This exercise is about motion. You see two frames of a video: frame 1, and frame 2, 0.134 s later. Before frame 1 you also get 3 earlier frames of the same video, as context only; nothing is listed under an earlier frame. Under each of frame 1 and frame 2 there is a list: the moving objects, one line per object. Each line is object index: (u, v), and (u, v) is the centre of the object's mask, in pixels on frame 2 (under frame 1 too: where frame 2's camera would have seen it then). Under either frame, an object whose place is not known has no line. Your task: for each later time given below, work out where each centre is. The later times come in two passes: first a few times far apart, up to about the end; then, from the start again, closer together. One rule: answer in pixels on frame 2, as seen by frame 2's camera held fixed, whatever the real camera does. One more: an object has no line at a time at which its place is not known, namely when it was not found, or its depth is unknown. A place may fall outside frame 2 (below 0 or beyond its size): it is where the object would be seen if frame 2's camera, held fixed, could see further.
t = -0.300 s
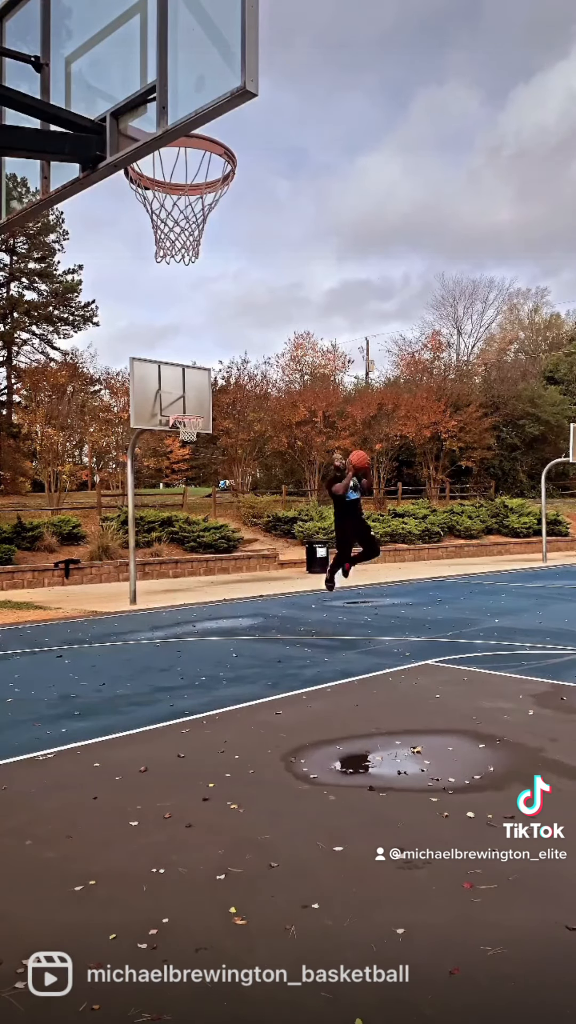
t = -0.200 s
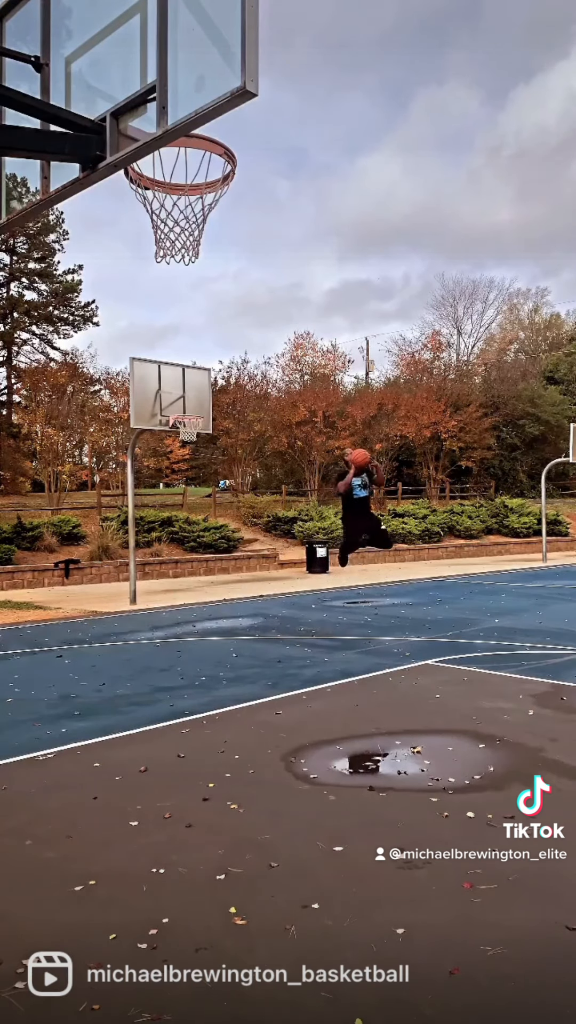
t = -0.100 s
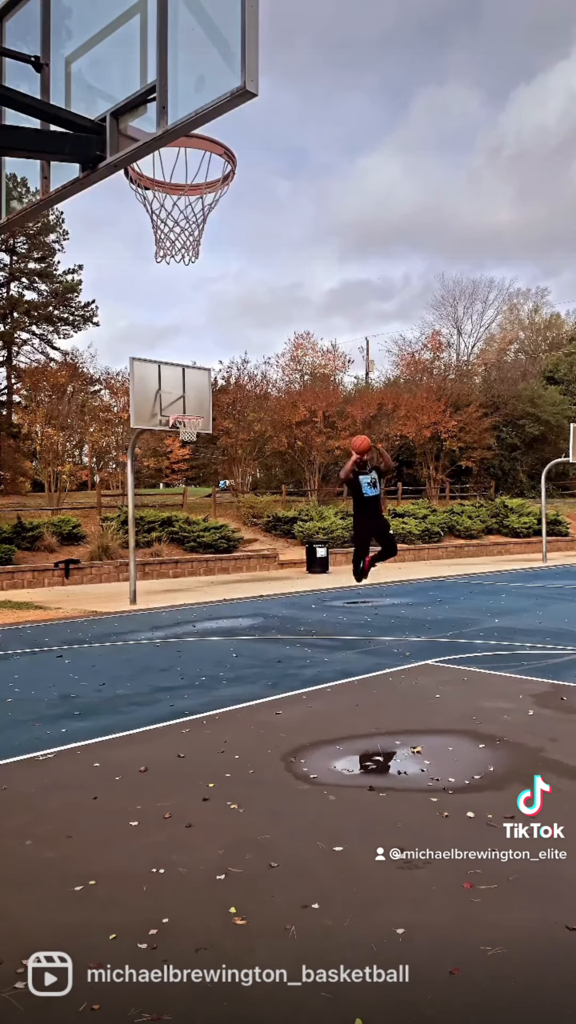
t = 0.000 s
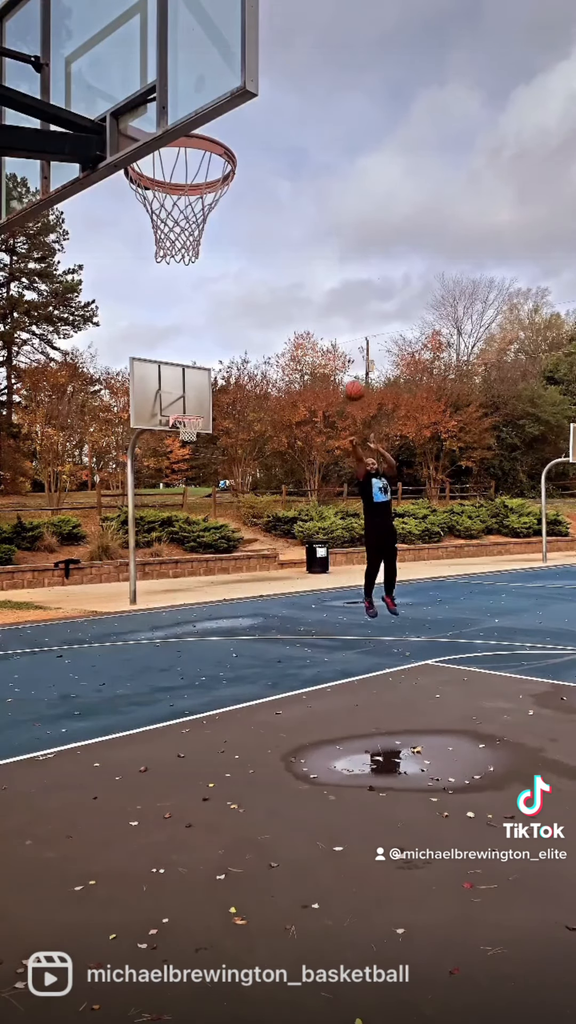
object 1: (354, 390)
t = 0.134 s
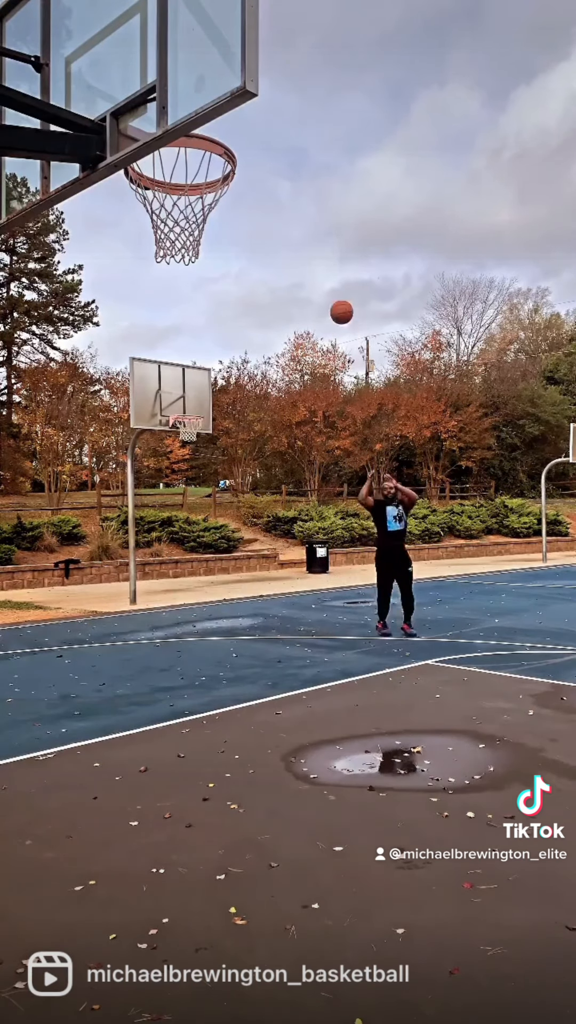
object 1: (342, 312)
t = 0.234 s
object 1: (330, 256)
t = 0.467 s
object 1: (296, 141)
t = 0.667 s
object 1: (265, 67)
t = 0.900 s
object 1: (189, 26)
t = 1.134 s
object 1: (99, 82)
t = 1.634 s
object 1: (164, 231)
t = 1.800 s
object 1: (151, 313)
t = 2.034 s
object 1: (138, 509)
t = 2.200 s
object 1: (130, 698)
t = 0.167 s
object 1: (338, 293)
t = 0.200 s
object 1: (334, 274)
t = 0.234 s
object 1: (330, 256)
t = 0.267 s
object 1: (326, 238)
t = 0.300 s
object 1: (322, 221)
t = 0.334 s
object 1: (317, 204)
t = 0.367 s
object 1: (312, 187)
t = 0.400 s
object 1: (307, 172)
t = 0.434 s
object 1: (302, 156)
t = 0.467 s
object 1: (296, 141)
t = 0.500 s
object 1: (290, 127)
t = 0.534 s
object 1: (284, 113)
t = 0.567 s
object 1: (278, 101)
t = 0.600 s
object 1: (272, 89)
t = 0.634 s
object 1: (269, 77)
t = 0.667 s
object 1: (265, 67)
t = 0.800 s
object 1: (221, 35)
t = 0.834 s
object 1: (211, 31)
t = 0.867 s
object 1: (200, 27)
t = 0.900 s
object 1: (189, 26)
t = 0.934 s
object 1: (182, 27)
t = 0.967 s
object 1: (168, 29)
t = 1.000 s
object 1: (140, 34)
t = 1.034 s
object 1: (132, 43)
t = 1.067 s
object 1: (119, 53)
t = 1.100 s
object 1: (103, 66)
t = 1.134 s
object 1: (99, 82)
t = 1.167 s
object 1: (119, 95)
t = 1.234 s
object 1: (186, 174)
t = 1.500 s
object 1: (192, 194)
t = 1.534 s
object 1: (183, 201)
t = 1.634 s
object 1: (164, 231)
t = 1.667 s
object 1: (161, 244)
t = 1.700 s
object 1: (158, 258)
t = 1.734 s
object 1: (156, 275)
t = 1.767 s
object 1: (153, 293)
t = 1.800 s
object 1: (151, 313)
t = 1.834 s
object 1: (149, 336)
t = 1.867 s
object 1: (147, 361)
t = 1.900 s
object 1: (145, 387)
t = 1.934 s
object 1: (143, 415)
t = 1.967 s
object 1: (141, 445)
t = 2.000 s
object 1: (140, 476)
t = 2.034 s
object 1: (138, 509)
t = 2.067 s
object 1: (136, 544)
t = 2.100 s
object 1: (135, 580)
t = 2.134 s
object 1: (133, 617)
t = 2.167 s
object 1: (132, 657)
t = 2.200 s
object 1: (130, 698)
